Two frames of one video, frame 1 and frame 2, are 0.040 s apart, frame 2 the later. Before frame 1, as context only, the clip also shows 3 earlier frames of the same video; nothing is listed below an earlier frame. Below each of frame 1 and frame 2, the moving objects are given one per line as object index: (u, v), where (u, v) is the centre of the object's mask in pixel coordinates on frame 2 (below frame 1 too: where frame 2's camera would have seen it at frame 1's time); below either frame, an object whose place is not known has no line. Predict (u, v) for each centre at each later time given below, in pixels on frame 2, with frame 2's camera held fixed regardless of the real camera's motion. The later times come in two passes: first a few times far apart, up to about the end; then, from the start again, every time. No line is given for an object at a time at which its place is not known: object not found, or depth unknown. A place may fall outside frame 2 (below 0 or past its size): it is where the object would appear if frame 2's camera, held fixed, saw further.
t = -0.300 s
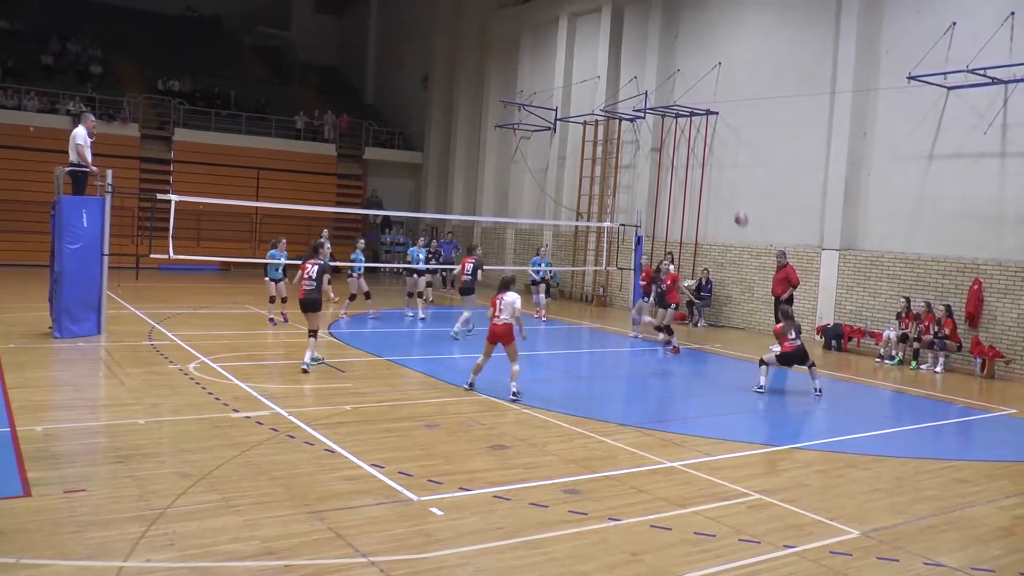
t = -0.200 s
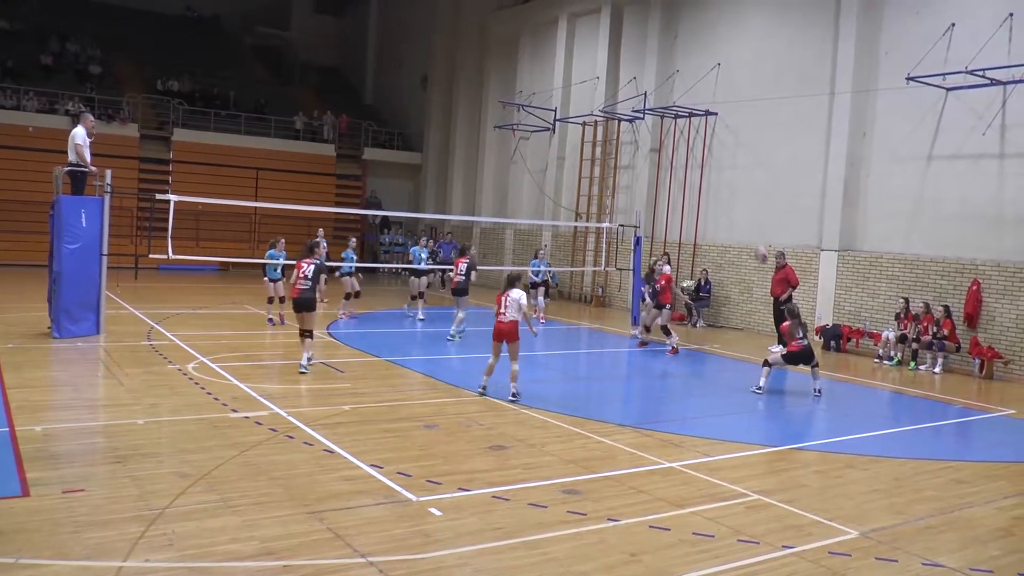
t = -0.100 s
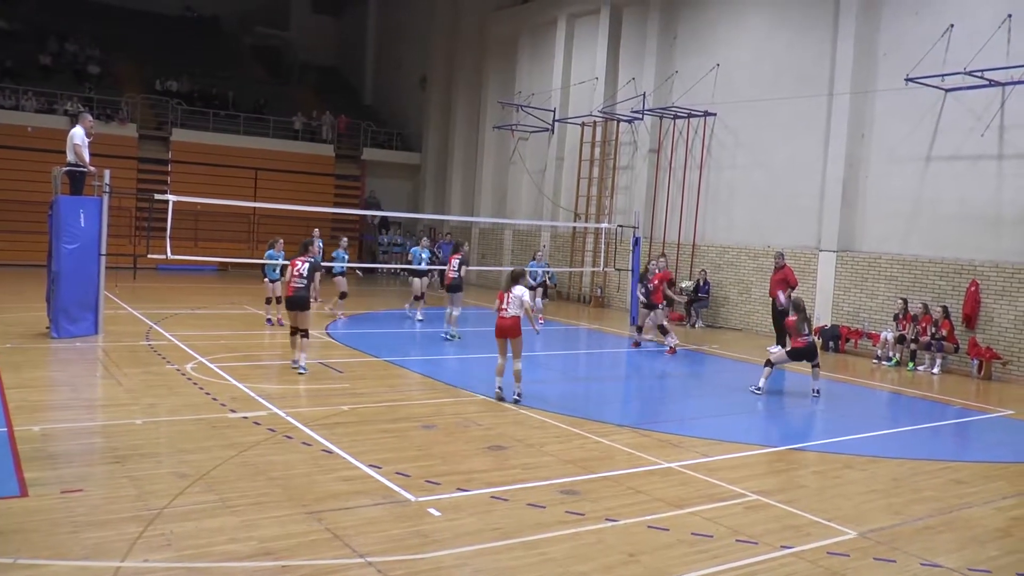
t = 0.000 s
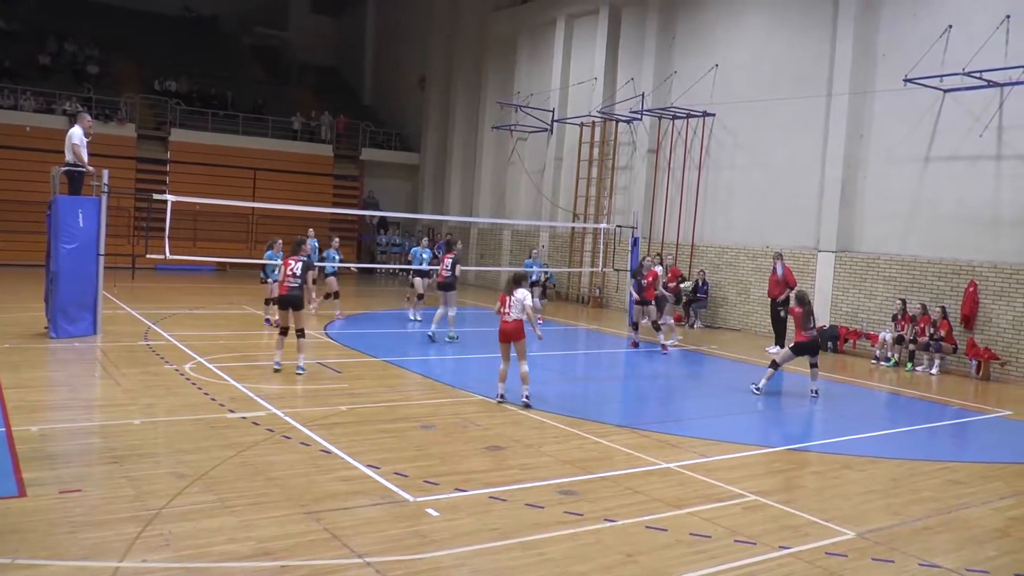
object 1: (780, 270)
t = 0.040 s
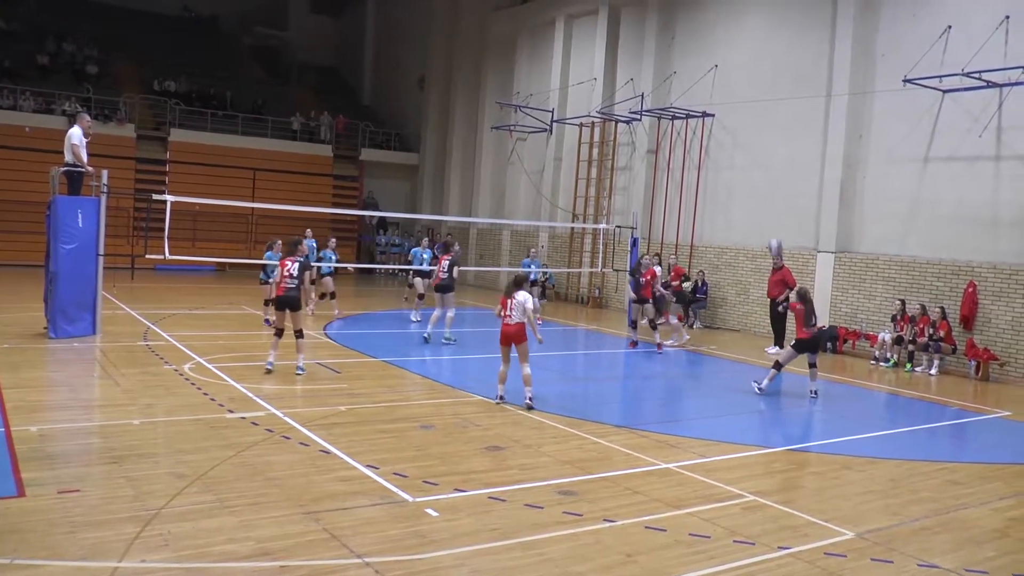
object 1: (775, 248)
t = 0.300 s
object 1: (747, 124)
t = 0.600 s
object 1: (715, 49)
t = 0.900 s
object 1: (681, 36)
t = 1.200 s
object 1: (648, 78)
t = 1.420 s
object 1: (622, 138)
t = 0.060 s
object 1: (773, 236)
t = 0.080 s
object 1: (770, 224)
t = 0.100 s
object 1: (768, 213)
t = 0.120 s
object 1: (766, 202)
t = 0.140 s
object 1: (764, 192)
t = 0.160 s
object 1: (762, 182)
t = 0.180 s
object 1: (760, 173)
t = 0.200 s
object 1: (758, 164)
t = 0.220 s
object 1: (755, 154)
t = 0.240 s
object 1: (753, 146)
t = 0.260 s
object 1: (751, 139)
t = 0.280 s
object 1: (749, 131)
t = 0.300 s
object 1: (747, 124)
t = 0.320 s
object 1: (745, 117)
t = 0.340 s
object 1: (743, 110)
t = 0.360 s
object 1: (741, 102)
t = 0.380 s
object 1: (738, 96)
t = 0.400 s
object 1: (736, 90)
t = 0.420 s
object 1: (734, 84)
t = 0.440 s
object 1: (732, 80)
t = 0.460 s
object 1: (730, 75)
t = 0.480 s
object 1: (728, 70)
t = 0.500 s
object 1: (725, 66)
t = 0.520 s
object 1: (723, 62)
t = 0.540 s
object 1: (721, 58)
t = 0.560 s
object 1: (719, 55)
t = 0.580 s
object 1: (717, 52)
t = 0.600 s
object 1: (715, 49)
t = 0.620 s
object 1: (713, 46)
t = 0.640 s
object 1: (711, 43)
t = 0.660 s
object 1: (709, 41)
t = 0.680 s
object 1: (706, 40)
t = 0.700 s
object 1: (704, 38)
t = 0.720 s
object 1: (702, 37)
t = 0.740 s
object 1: (700, 36)
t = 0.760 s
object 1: (698, 35)
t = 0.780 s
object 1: (695, 34)
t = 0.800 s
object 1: (693, 34)
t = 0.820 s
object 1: (691, 34)
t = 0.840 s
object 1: (689, 34)
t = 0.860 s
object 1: (686, 35)
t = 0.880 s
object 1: (683, 35)
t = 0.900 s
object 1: (681, 36)
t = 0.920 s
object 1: (679, 37)
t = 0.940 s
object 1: (677, 38)
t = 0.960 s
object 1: (675, 40)
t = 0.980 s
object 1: (672, 41)
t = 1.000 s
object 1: (670, 43)
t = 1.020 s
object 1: (668, 46)
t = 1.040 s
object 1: (666, 49)
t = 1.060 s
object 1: (664, 51)
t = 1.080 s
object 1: (661, 55)
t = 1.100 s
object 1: (659, 58)
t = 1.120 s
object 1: (656, 61)
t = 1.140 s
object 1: (654, 64)
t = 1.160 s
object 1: (652, 69)
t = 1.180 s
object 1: (650, 73)
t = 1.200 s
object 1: (648, 78)
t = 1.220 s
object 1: (646, 82)
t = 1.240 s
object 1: (643, 87)
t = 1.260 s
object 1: (640, 93)
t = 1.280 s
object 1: (638, 98)
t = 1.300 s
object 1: (636, 102)
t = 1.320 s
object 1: (633, 108)
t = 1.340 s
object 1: (632, 113)
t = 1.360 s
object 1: (629, 119)
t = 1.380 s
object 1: (626, 125)
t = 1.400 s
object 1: (624, 132)
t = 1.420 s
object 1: (622, 138)
